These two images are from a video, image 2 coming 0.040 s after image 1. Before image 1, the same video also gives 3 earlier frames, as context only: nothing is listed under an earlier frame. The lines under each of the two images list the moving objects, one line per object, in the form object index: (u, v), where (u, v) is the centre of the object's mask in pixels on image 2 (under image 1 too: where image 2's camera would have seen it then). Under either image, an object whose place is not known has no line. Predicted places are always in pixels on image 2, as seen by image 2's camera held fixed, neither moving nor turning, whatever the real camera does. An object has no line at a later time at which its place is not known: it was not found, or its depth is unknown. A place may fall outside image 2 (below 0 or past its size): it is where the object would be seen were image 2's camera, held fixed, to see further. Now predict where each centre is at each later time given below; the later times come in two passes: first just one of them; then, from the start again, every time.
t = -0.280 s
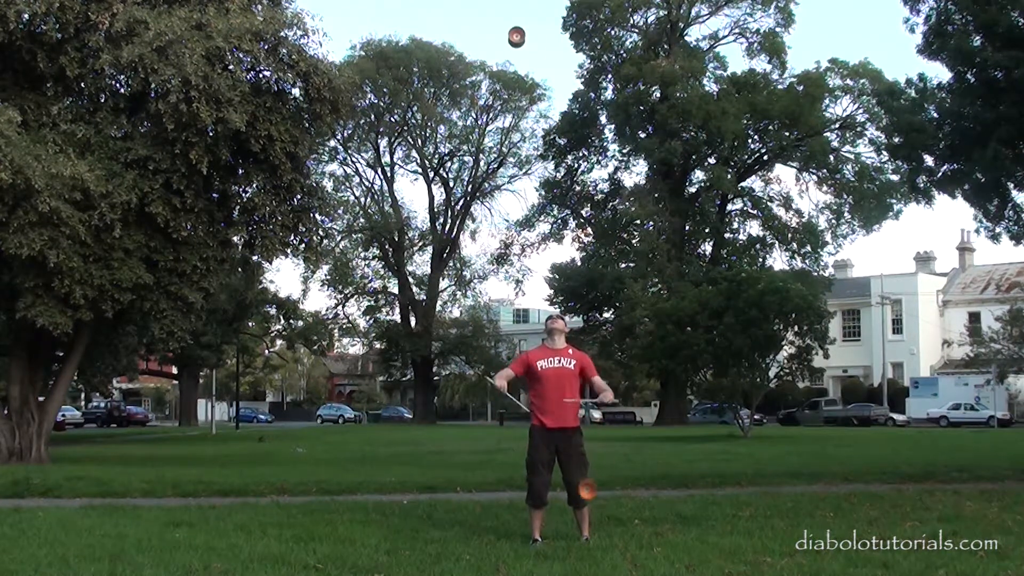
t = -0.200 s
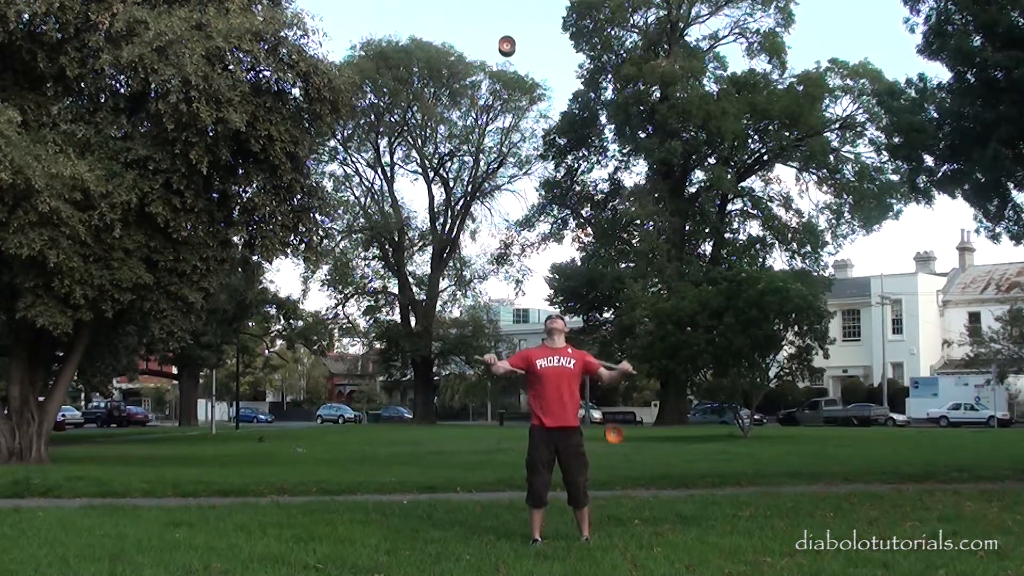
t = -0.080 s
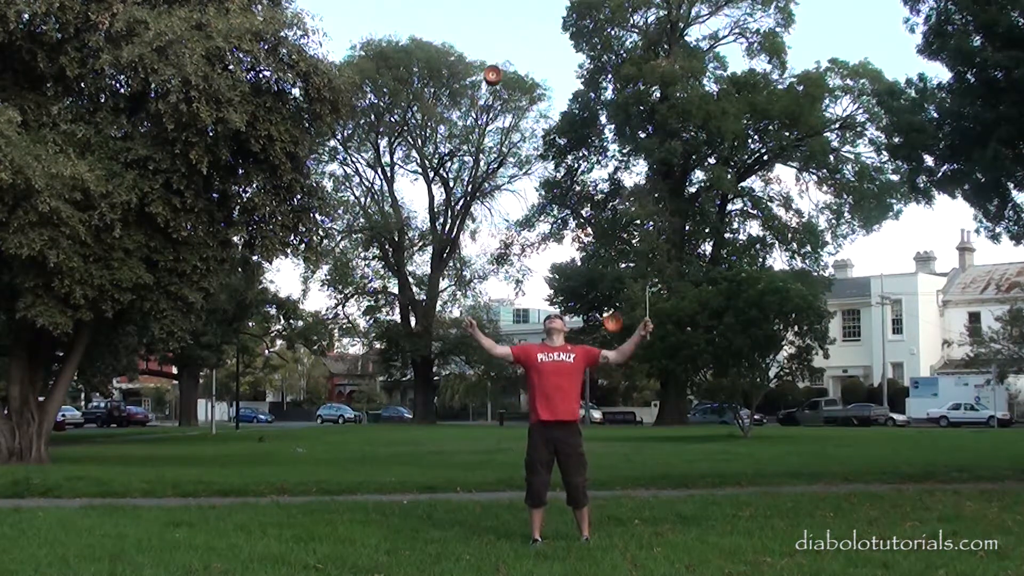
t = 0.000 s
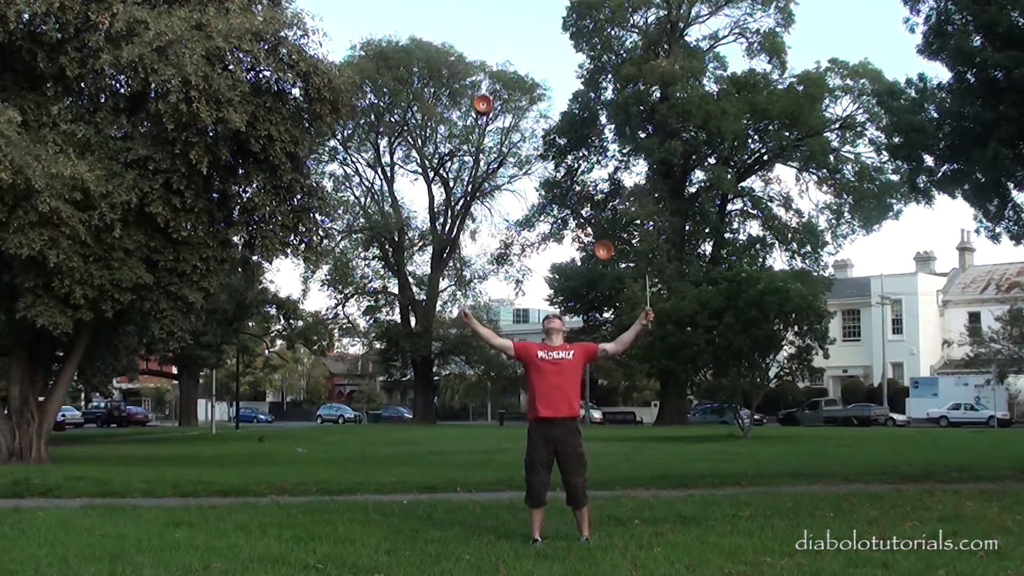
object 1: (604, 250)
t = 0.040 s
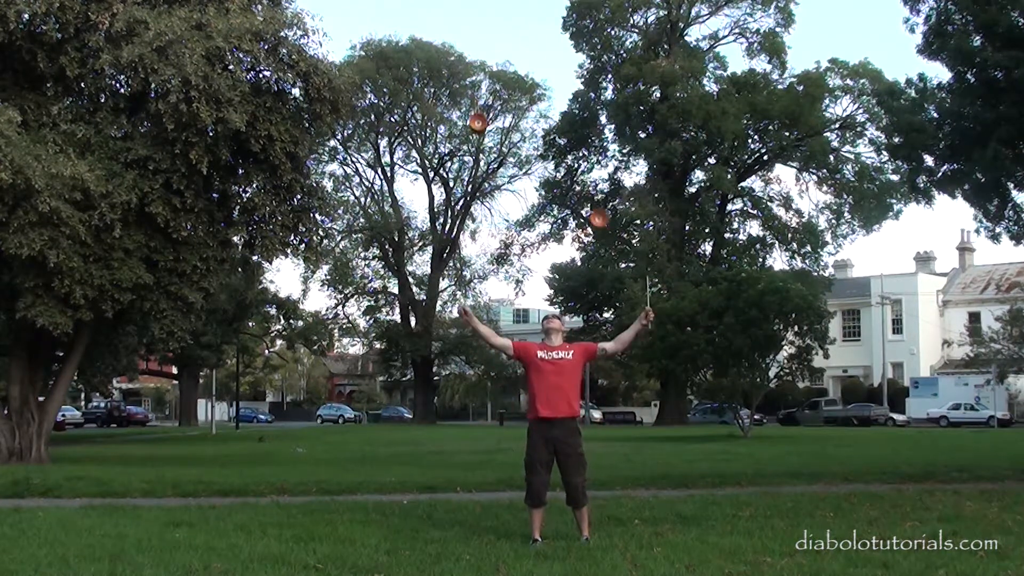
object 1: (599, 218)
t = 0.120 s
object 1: (590, 162)
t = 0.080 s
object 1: (595, 189)
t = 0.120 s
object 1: (590, 162)
